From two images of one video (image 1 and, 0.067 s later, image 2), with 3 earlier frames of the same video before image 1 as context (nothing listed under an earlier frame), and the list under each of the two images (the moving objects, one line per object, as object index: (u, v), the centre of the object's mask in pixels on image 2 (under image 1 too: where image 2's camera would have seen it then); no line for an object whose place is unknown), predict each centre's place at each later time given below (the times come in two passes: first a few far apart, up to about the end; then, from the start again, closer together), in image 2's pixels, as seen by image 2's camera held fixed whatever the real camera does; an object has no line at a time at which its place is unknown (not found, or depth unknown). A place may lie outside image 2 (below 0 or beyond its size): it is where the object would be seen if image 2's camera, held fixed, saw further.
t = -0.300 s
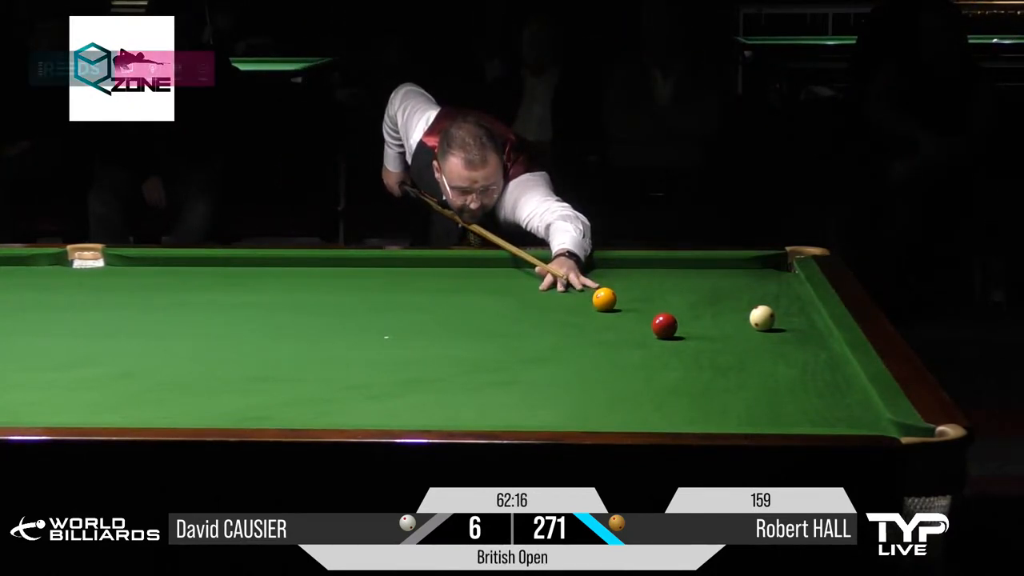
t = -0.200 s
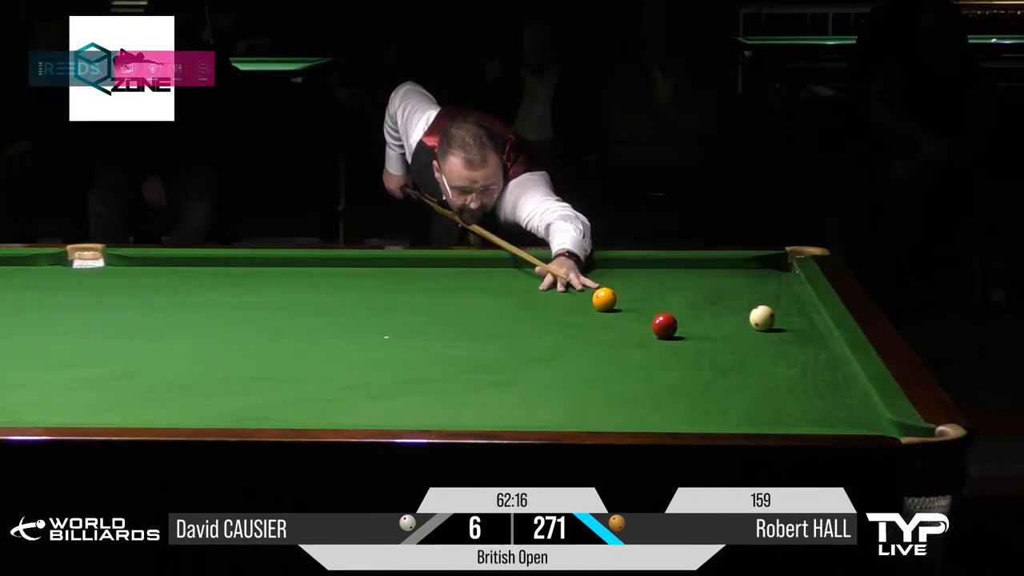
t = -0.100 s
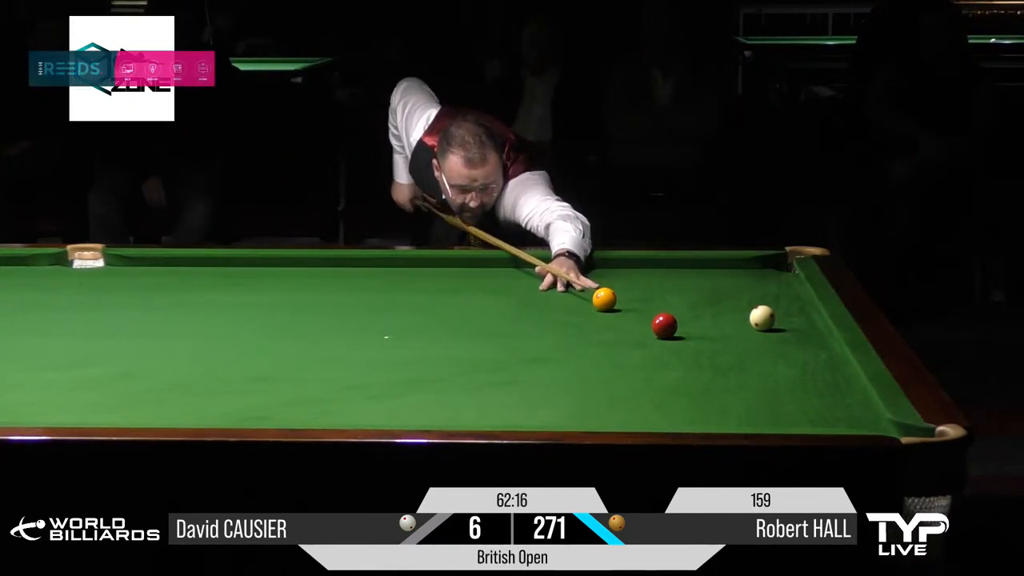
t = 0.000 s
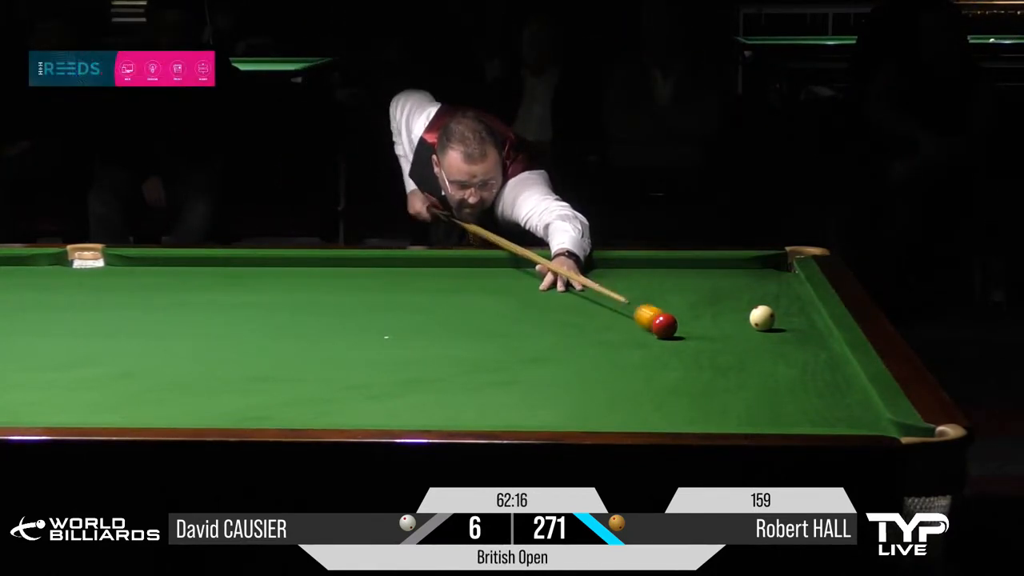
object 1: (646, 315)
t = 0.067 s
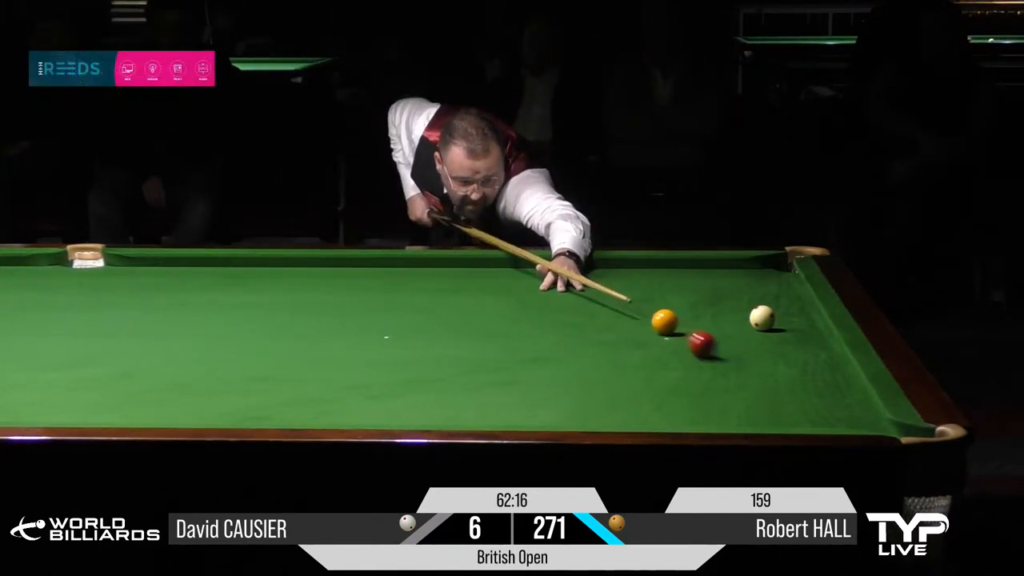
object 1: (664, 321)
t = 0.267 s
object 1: (703, 331)
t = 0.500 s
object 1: (761, 347)
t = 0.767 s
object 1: (827, 366)
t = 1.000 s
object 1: (822, 380)
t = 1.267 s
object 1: (799, 395)
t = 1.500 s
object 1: (778, 409)
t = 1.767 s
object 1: (755, 419)
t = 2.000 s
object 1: (734, 419)
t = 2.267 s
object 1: (715, 415)
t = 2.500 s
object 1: (699, 410)
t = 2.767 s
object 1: (686, 404)
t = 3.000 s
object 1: (676, 399)
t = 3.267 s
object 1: (668, 394)
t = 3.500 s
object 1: (663, 390)
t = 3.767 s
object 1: (658, 388)
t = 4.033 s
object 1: (656, 386)
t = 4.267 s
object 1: (655, 385)
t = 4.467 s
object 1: (655, 385)
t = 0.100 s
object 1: (667, 322)
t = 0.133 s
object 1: (674, 323)
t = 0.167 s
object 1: (681, 325)
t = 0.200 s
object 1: (685, 326)
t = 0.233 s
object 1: (694, 328)
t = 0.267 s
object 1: (703, 331)
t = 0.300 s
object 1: (712, 333)
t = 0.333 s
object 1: (717, 335)
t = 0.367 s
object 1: (727, 337)
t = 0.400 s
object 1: (736, 340)
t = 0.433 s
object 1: (741, 342)
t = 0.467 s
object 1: (751, 344)
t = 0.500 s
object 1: (761, 347)
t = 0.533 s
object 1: (766, 348)
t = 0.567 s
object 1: (776, 351)
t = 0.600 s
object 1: (786, 354)
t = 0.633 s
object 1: (792, 355)
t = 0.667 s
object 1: (802, 358)
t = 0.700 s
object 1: (812, 361)
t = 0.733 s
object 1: (817, 363)
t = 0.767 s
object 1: (827, 366)
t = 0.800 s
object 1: (838, 369)
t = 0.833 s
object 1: (839, 370)
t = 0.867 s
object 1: (834, 372)
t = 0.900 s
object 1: (831, 374)
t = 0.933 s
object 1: (829, 376)
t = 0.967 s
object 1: (825, 378)
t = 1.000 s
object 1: (822, 380)
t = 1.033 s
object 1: (820, 381)
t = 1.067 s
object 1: (816, 383)
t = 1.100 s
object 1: (813, 386)
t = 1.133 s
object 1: (811, 387)
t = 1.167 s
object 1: (807, 389)
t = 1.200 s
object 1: (804, 392)
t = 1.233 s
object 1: (802, 393)
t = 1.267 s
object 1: (799, 395)
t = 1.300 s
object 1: (795, 397)
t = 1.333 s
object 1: (793, 399)
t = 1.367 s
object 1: (790, 401)
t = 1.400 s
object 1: (786, 403)
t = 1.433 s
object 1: (785, 405)
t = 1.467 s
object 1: (781, 407)
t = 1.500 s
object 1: (778, 409)
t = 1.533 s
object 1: (776, 410)
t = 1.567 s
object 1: (772, 412)
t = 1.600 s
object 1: (769, 413)
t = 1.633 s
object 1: (767, 414)
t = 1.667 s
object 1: (764, 415)
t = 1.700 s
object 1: (760, 417)
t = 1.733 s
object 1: (759, 417)
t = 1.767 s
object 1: (755, 419)
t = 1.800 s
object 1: (752, 420)
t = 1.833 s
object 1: (750, 420)
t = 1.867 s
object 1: (746, 421)
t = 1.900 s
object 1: (743, 421)
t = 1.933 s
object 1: (742, 421)
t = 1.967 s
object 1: (738, 420)
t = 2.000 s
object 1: (734, 419)
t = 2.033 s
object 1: (733, 419)
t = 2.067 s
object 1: (730, 418)
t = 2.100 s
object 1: (726, 417)
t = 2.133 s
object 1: (725, 417)
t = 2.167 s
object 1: (722, 416)
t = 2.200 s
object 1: (719, 416)
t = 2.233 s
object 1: (717, 415)
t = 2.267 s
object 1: (715, 415)
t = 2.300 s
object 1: (712, 414)
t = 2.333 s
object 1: (710, 414)
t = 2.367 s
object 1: (708, 413)
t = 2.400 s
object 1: (705, 412)
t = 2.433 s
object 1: (704, 411)
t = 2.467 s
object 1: (702, 411)
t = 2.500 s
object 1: (699, 410)
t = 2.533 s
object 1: (698, 409)
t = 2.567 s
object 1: (696, 409)
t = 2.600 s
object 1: (694, 408)
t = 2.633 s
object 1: (693, 407)
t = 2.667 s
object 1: (691, 406)
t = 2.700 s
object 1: (689, 405)
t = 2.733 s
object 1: (688, 405)
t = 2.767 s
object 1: (686, 404)
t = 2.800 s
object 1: (684, 403)
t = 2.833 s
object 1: (683, 402)
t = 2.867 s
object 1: (682, 401)
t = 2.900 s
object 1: (680, 401)
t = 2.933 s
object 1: (679, 400)
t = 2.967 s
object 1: (677, 399)
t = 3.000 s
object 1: (676, 399)
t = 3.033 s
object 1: (675, 398)
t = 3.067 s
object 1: (674, 398)
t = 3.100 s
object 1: (673, 397)
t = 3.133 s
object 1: (672, 396)
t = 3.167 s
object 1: (671, 396)
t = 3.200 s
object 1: (670, 395)
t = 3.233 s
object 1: (669, 395)
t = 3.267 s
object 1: (668, 394)
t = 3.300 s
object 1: (667, 393)
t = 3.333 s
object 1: (667, 393)
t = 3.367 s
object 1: (666, 392)
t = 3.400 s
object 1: (665, 392)
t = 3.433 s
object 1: (664, 391)
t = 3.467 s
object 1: (664, 391)
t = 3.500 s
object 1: (663, 390)
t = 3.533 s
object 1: (662, 390)
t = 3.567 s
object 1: (661, 390)
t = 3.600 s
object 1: (661, 389)
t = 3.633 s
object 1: (661, 389)
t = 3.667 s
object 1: (660, 389)
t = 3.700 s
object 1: (659, 388)
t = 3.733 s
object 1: (659, 388)
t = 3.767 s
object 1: (658, 388)
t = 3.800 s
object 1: (658, 387)
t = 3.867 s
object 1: (658, 387)
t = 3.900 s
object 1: (657, 387)
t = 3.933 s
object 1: (657, 387)
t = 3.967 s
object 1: (656, 386)
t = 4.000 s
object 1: (656, 386)
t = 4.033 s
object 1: (656, 386)
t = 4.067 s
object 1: (656, 386)
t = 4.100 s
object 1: (656, 386)
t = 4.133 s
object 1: (656, 385)
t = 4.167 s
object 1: (655, 385)
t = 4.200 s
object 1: (655, 385)
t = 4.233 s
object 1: (655, 385)
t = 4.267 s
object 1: (655, 385)
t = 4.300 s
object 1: (655, 385)
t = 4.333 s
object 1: (655, 385)
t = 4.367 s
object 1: (655, 385)
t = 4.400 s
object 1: (655, 385)
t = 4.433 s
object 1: (655, 385)
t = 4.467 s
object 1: (655, 385)
